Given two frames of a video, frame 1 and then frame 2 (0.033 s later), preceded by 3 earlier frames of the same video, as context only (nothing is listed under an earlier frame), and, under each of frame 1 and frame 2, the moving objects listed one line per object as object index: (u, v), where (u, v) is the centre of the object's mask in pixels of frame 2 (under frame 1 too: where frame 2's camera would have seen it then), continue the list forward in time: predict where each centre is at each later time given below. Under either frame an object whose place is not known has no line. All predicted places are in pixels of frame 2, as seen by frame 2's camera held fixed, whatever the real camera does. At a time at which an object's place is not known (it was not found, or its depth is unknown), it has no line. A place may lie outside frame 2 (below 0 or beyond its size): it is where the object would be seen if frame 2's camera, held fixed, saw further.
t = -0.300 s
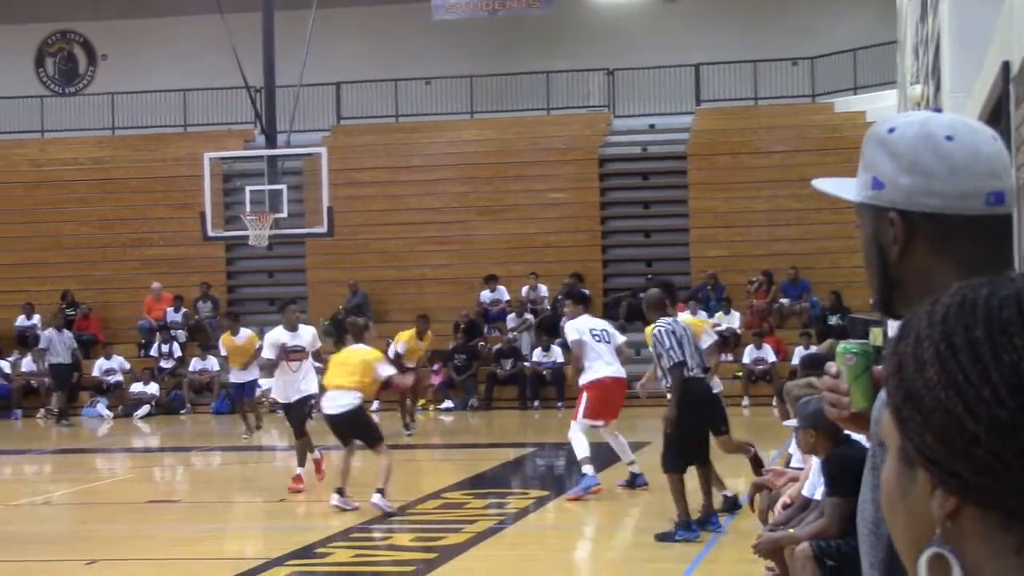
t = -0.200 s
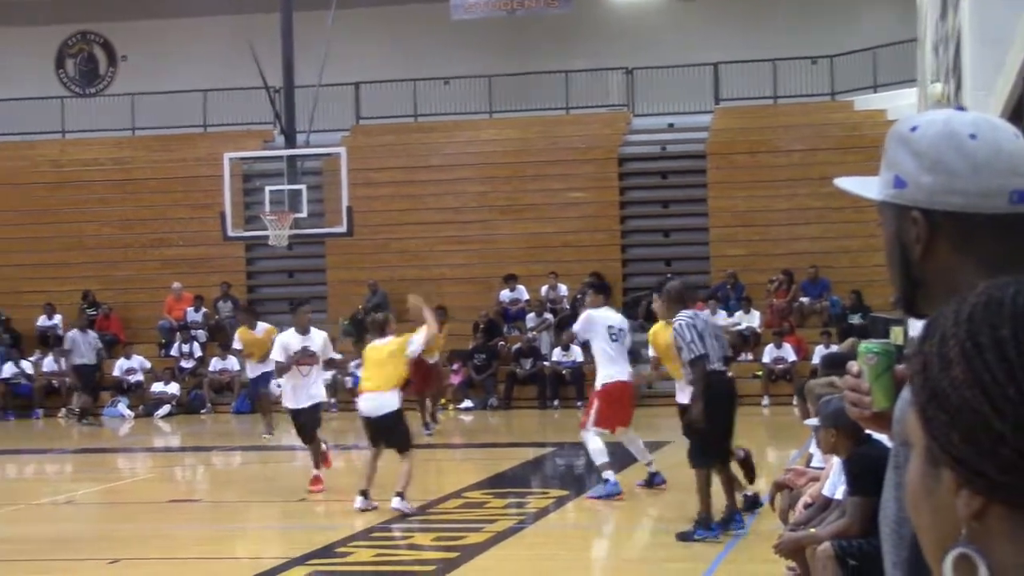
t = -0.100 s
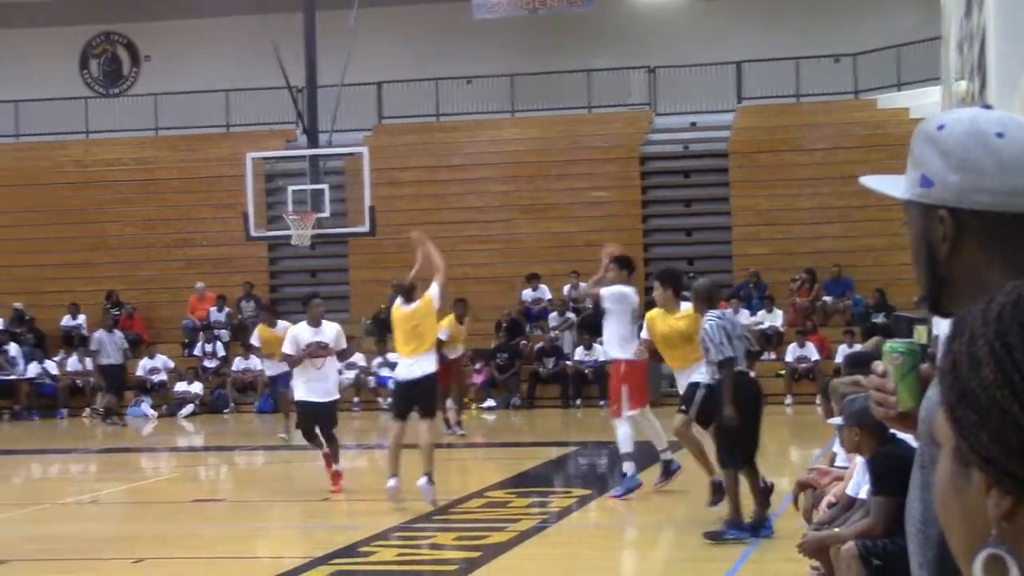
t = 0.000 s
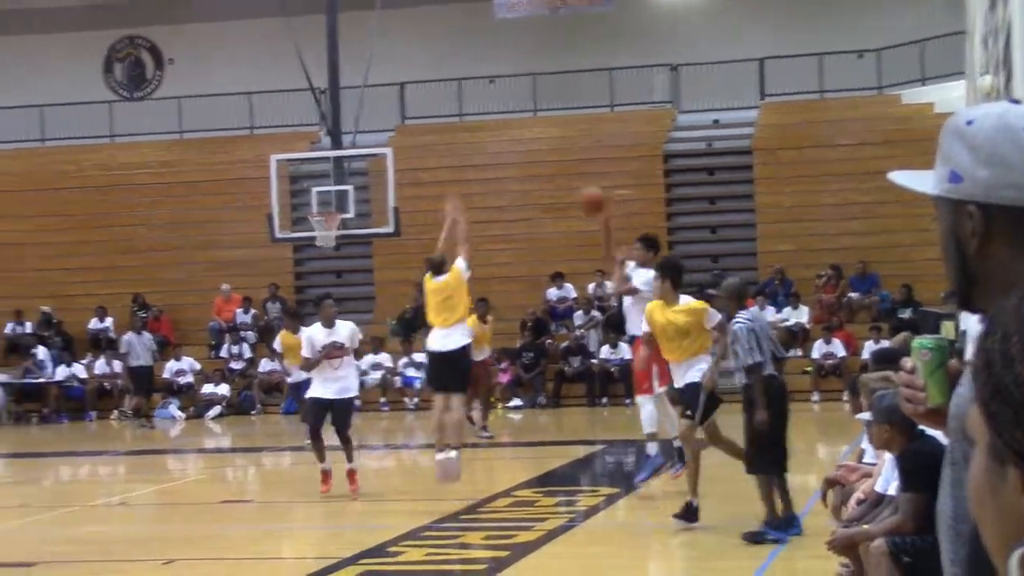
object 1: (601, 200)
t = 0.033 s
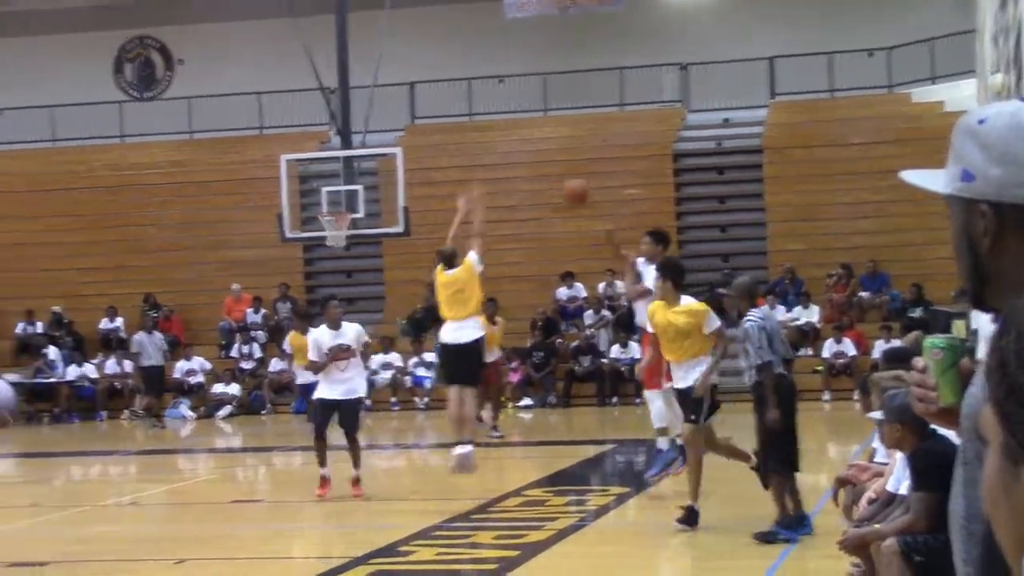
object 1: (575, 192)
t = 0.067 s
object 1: (548, 186)
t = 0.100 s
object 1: (519, 182)
